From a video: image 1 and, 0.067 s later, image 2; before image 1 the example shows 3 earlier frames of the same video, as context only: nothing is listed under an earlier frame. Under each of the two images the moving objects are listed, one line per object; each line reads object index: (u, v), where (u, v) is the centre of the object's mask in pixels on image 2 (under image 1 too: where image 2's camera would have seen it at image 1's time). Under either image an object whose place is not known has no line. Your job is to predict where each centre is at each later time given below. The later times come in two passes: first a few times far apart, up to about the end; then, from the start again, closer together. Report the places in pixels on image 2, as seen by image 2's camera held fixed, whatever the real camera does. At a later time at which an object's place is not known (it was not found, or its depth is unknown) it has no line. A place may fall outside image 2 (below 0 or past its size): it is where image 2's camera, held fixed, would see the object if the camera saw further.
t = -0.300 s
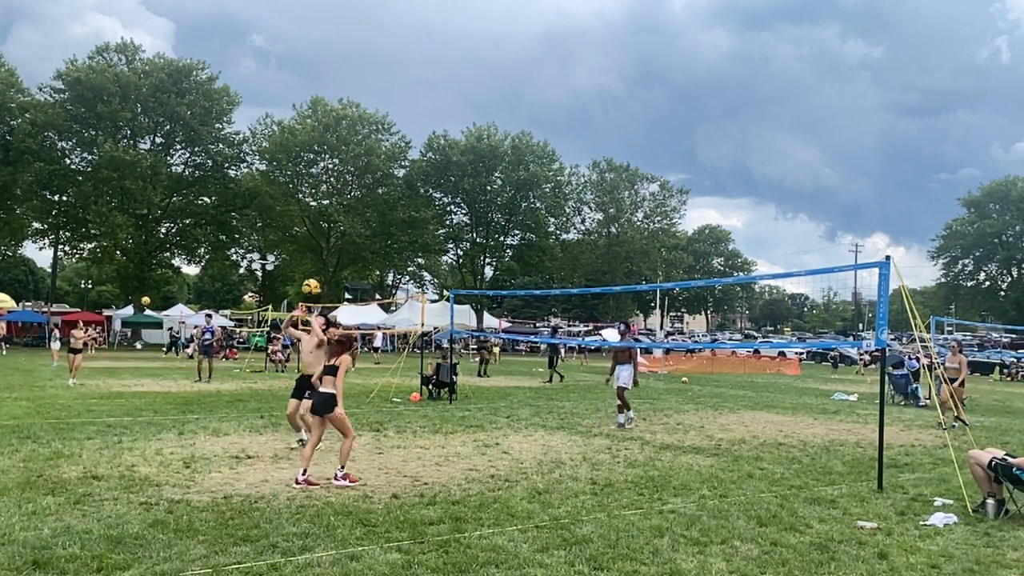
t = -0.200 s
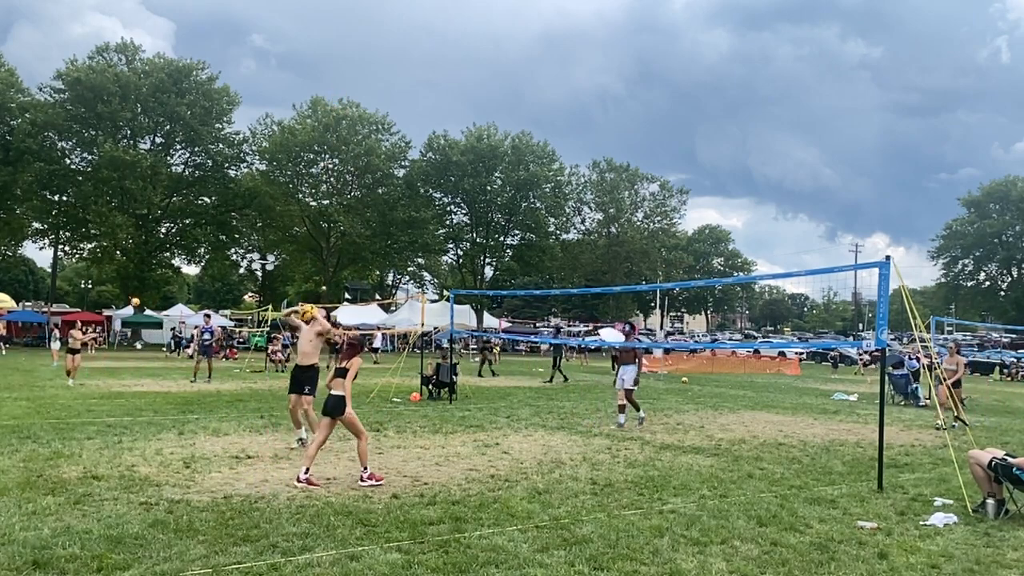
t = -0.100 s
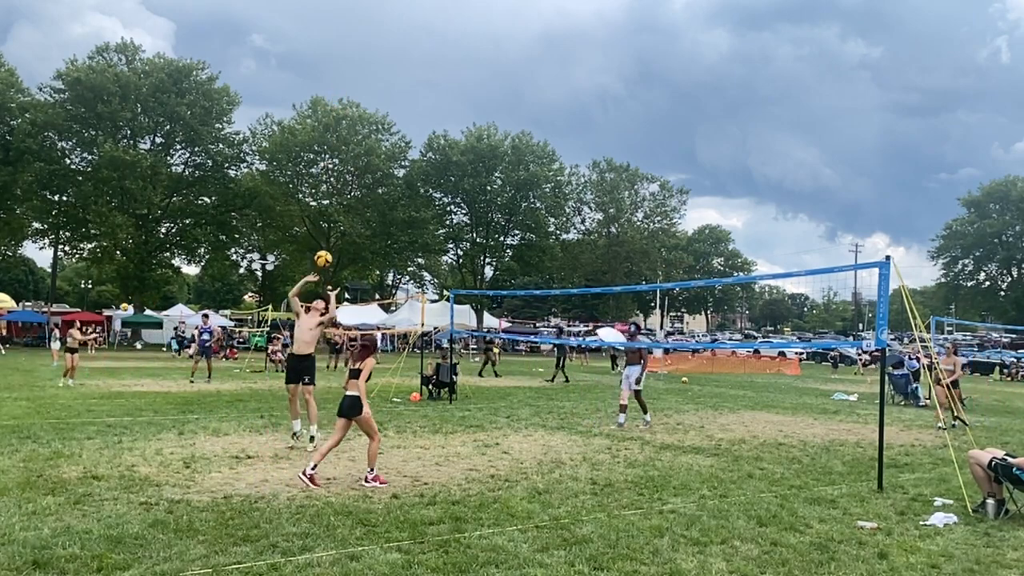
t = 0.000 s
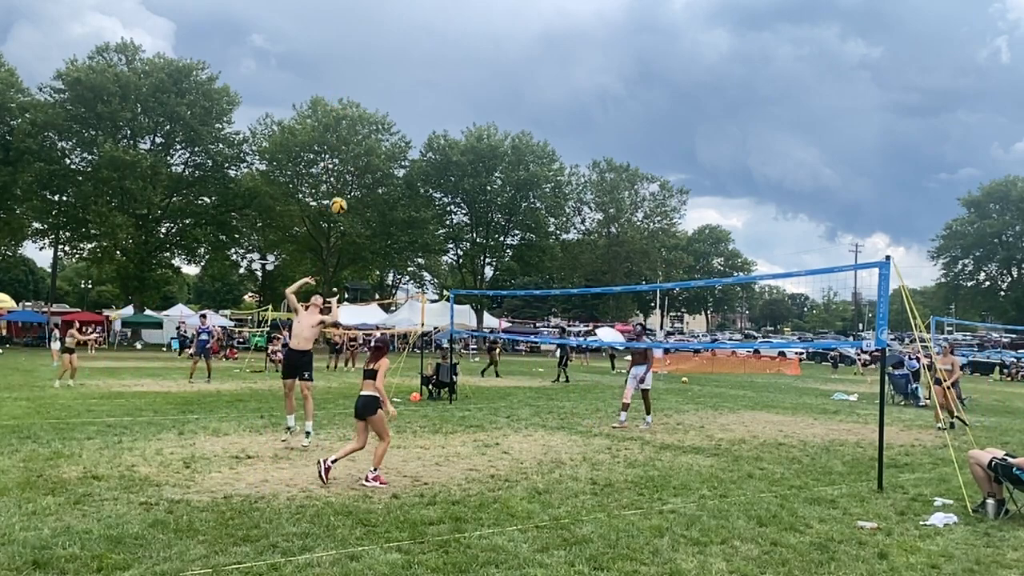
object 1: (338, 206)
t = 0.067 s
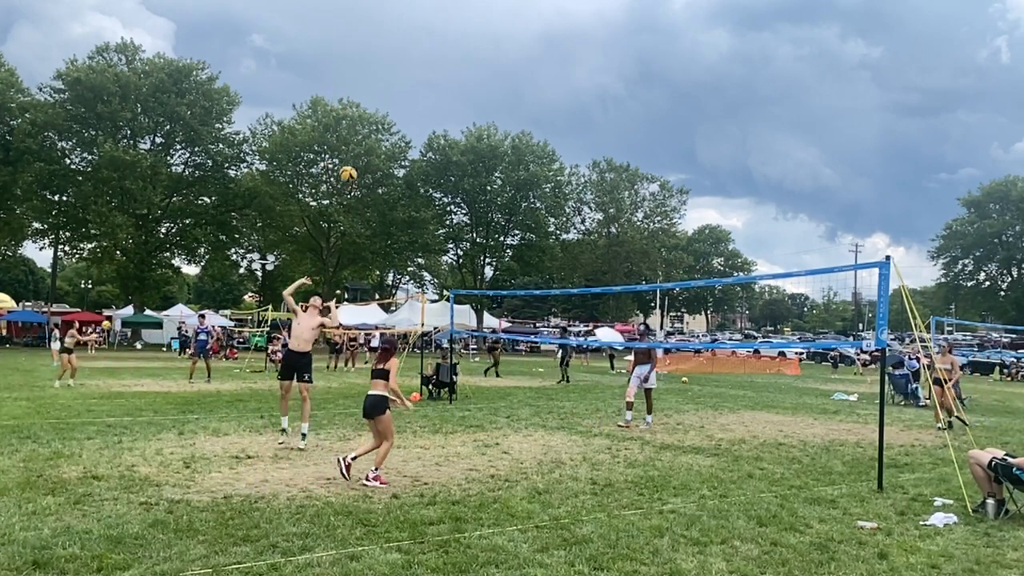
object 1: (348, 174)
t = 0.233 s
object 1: (372, 111)
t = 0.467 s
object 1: (406, 57)
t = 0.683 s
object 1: (438, 45)
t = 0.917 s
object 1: (473, 76)
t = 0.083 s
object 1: (350, 167)
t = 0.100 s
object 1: (353, 160)
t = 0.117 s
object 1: (355, 153)
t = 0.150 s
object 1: (360, 139)
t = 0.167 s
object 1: (362, 133)
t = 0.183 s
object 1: (365, 128)
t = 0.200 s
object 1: (367, 121)
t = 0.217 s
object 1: (369, 116)
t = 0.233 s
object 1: (372, 111)
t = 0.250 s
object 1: (374, 106)
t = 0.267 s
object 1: (376, 101)
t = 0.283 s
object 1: (379, 96)
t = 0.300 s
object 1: (381, 91)
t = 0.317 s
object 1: (384, 87)
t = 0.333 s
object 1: (386, 83)
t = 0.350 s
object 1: (388, 79)
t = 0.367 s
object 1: (391, 75)
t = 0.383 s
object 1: (394, 72)
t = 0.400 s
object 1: (396, 68)
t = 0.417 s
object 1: (398, 65)
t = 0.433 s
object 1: (401, 62)
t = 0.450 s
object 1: (404, 59)
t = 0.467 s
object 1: (406, 57)
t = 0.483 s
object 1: (408, 55)
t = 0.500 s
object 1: (411, 53)
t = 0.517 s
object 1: (413, 51)
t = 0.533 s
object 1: (416, 49)
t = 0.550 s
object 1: (418, 48)
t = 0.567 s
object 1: (420, 47)
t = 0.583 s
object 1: (423, 46)
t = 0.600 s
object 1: (425, 45)
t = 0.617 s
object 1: (428, 45)
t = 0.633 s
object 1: (430, 45)
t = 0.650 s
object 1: (433, 45)
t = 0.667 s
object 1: (435, 45)
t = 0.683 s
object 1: (438, 45)
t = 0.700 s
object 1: (440, 46)
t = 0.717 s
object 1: (443, 47)
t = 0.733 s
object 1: (445, 48)
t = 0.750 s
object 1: (448, 49)
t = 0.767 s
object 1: (450, 51)
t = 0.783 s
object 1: (453, 53)
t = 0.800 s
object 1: (456, 55)
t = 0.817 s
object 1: (458, 57)
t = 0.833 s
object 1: (460, 60)
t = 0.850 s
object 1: (463, 62)
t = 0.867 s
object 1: (465, 66)
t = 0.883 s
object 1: (468, 69)
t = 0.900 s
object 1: (470, 73)
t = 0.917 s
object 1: (473, 76)
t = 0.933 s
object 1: (475, 80)
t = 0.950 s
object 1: (478, 85)
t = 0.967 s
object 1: (480, 89)
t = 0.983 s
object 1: (483, 94)
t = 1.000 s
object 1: (485, 99)
